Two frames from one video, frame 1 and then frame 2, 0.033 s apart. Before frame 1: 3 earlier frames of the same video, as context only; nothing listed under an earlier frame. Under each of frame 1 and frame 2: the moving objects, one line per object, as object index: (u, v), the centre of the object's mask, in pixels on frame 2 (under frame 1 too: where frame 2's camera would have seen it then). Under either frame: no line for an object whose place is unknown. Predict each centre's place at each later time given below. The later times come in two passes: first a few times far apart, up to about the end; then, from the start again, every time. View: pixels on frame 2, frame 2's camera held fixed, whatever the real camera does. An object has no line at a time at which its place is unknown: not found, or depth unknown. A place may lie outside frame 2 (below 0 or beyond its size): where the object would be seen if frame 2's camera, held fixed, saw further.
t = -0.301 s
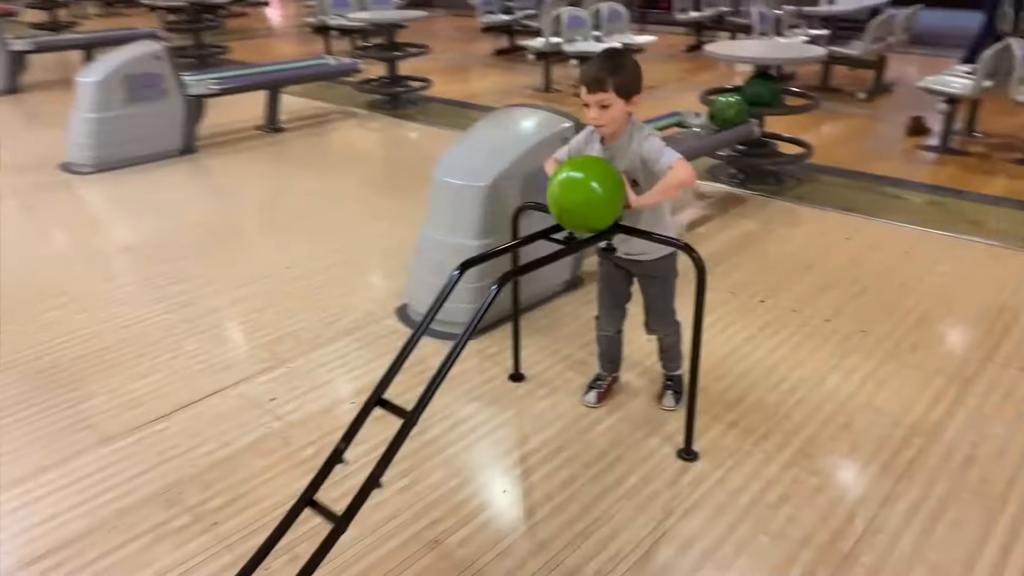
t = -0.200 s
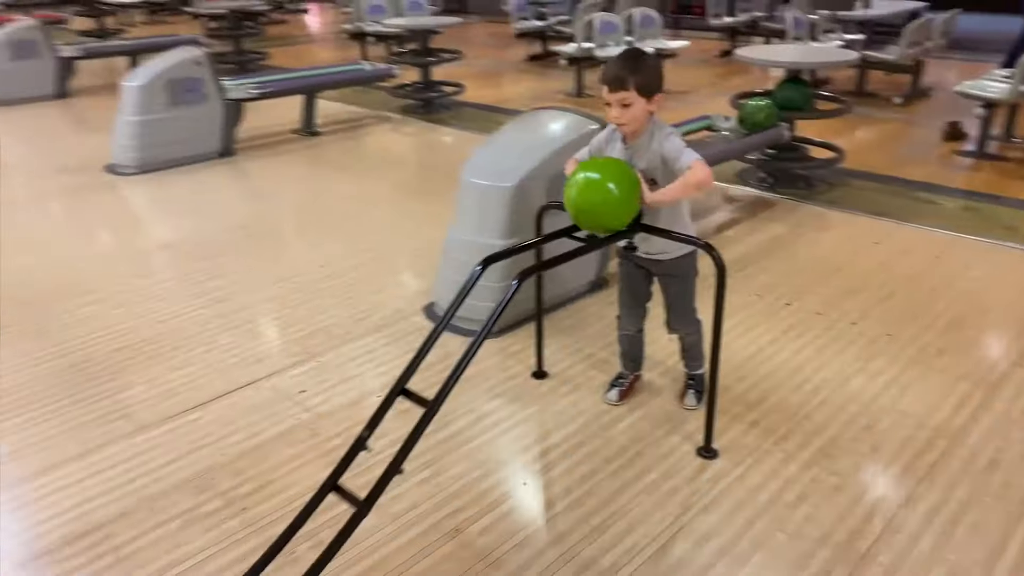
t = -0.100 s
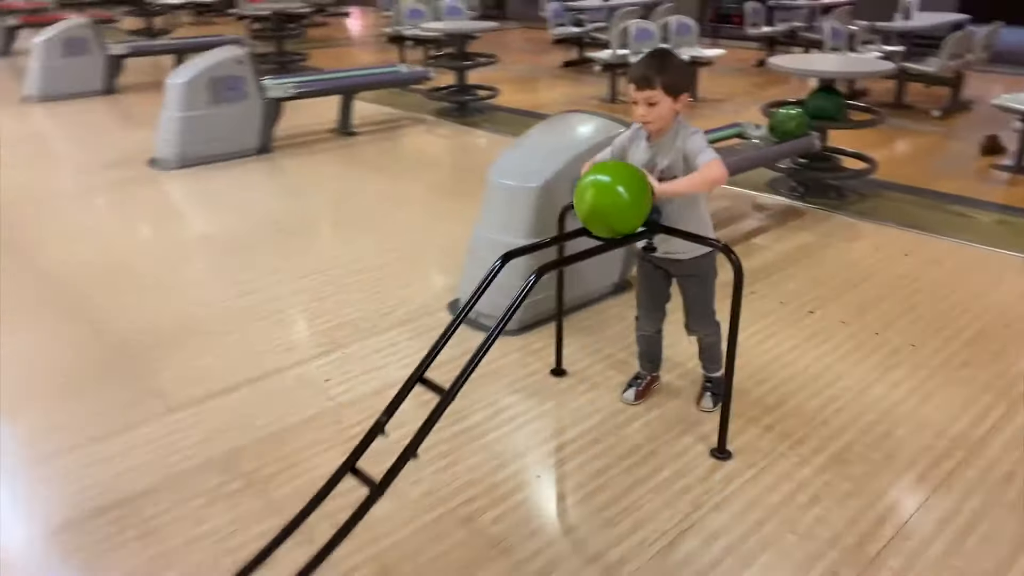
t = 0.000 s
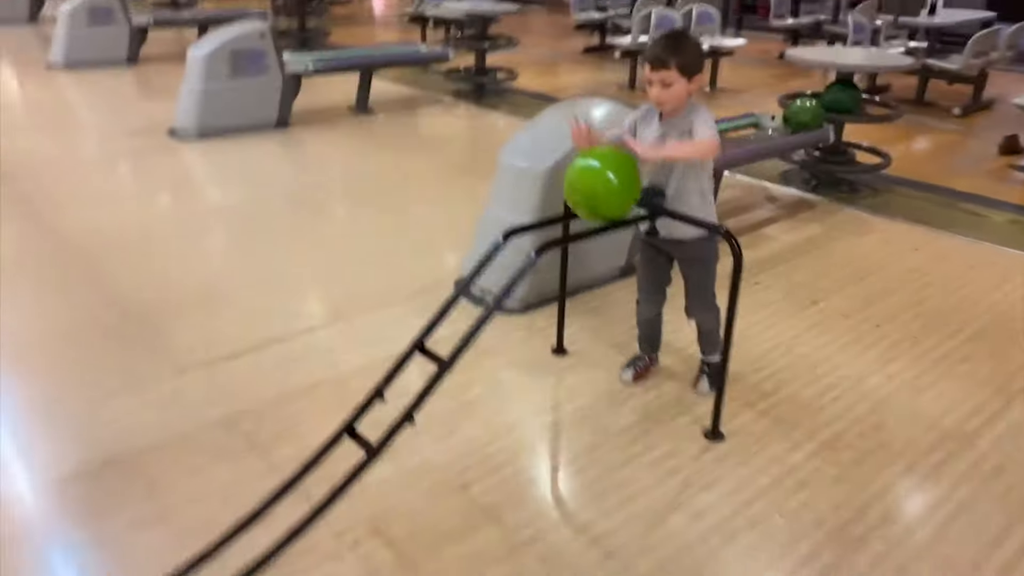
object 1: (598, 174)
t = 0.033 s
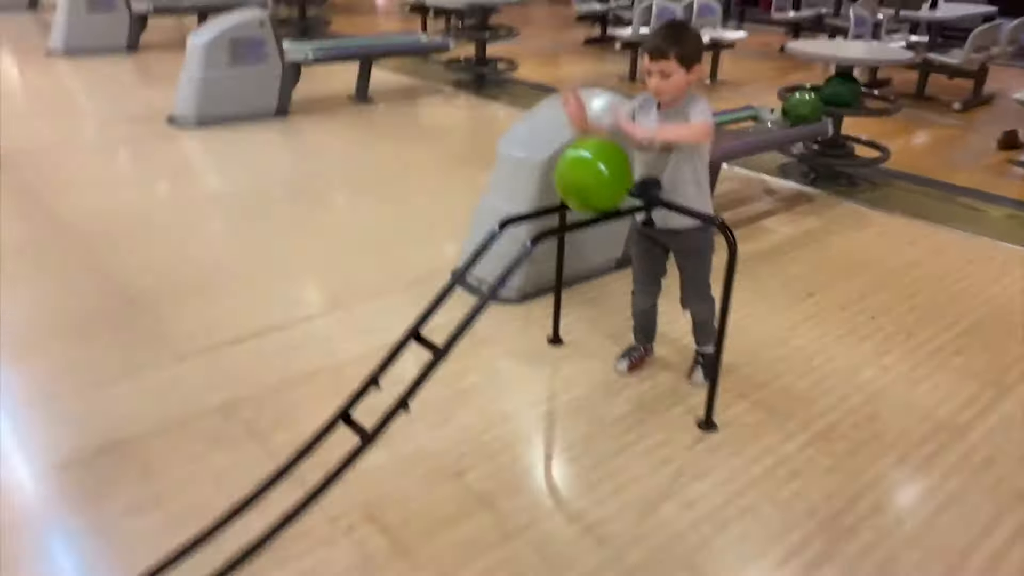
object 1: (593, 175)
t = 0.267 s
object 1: (557, 180)
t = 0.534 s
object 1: (517, 192)
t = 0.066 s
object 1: (587, 176)
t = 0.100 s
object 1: (583, 177)
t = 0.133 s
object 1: (578, 177)
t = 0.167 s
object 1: (572, 178)
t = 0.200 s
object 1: (567, 179)
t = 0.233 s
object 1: (562, 180)
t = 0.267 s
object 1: (557, 180)
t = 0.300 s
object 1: (552, 181)
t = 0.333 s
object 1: (546, 183)
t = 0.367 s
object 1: (542, 184)
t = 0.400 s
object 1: (537, 185)
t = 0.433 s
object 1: (532, 186)
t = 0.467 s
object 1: (527, 188)
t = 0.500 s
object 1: (522, 190)
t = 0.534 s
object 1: (517, 192)
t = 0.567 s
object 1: (511, 197)
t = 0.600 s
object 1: (504, 203)
